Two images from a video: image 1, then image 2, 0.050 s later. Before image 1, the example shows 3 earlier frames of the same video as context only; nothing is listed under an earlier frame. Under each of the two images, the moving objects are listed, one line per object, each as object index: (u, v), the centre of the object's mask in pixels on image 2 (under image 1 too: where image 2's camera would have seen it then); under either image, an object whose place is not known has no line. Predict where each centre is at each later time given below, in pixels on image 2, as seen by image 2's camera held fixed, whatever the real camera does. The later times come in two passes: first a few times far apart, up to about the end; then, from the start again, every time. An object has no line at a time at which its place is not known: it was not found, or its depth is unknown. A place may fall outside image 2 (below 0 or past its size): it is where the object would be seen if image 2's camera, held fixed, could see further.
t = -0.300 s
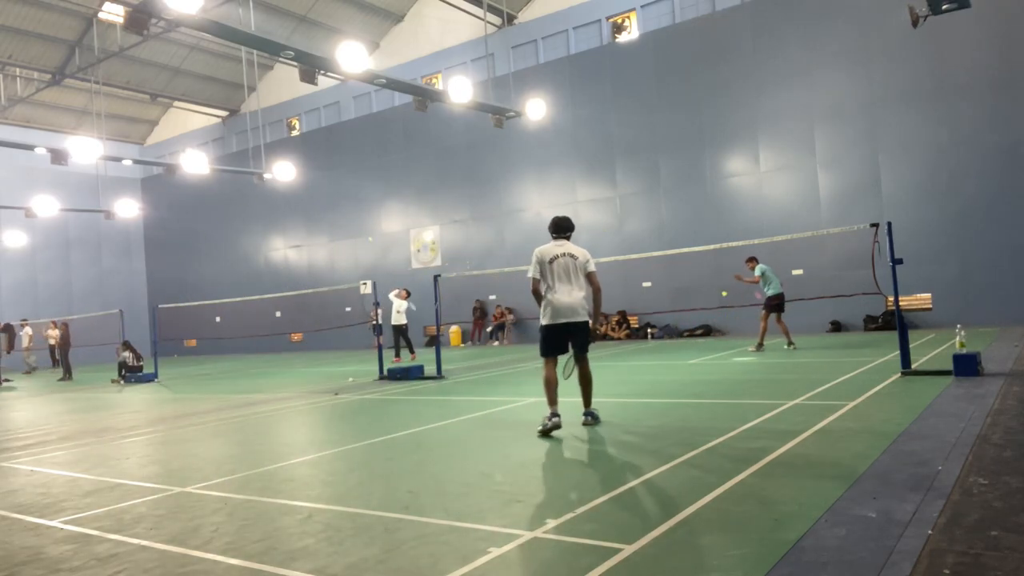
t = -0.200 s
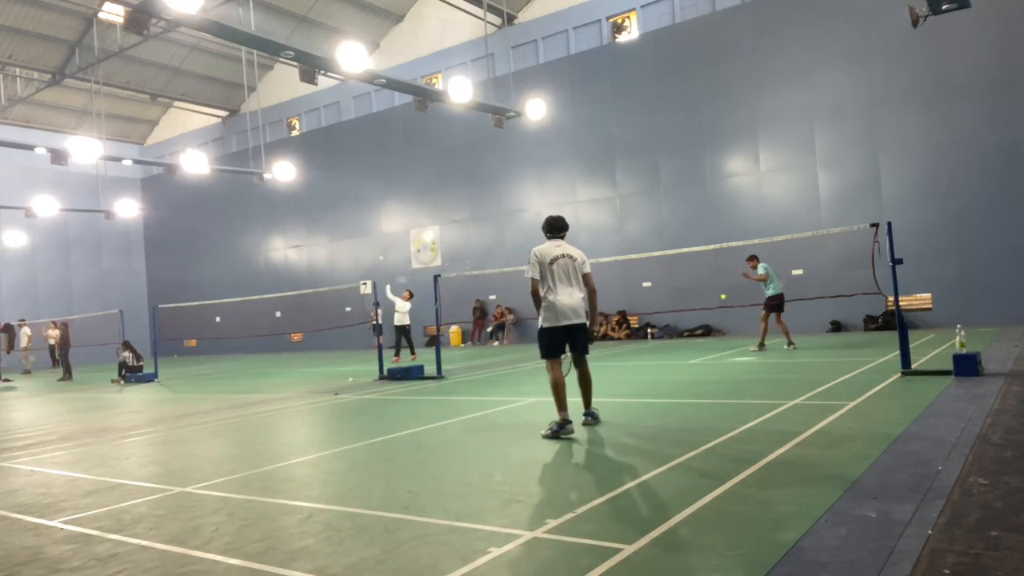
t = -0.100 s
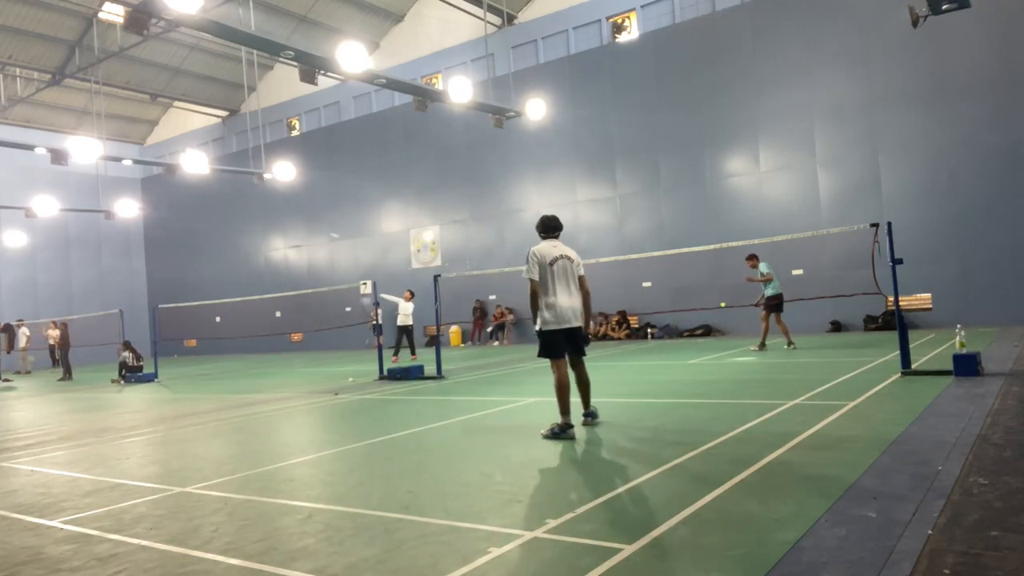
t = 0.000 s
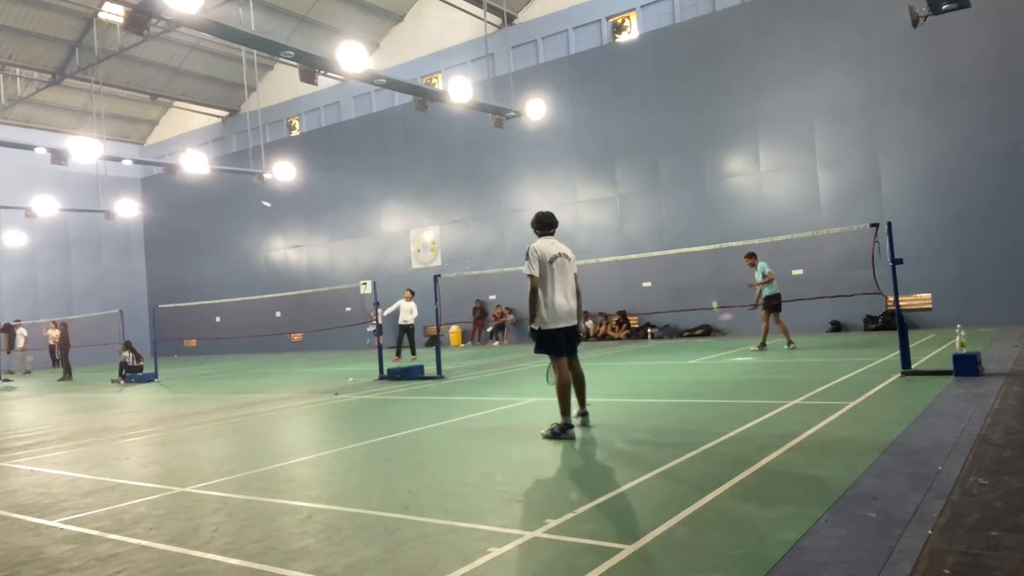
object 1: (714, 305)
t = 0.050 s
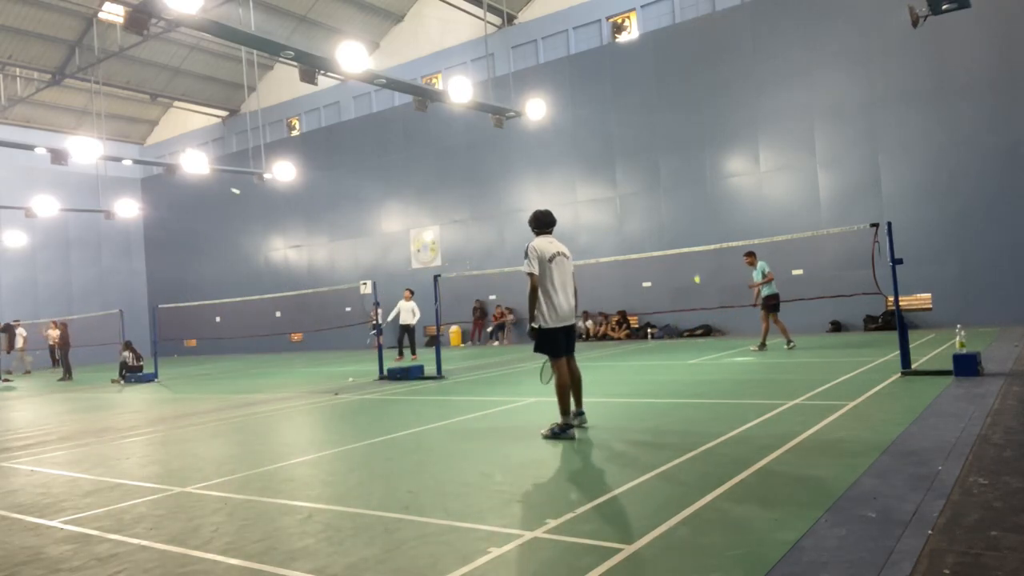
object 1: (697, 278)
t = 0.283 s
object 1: (644, 193)
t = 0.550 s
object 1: (596, 164)
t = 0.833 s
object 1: (555, 202)
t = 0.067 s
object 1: (694, 269)
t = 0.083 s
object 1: (690, 260)
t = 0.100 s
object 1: (686, 253)
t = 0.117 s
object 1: (681, 245)
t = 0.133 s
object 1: (677, 238)
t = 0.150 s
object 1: (673, 232)
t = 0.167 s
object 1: (669, 225)
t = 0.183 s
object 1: (665, 219)
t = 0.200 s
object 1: (663, 213)
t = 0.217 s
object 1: (660, 210)
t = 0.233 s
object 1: (656, 206)
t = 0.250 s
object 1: (652, 200)
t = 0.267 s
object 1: (648, 196)
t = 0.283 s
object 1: (644, 193)
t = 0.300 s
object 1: (640, 189)
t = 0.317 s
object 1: (637, 186)
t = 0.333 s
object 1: (634, 182)
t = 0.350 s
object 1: (631, 179)
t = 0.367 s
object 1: (628, 177)
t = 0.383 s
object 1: (625, 174)
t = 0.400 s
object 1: (622, 173)
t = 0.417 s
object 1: (619, 171)
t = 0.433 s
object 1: (616, 169)
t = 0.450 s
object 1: (613, 168)
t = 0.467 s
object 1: (610, 166)
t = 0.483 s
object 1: (608, 166)
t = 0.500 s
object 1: (605, 165)
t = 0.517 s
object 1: (602, 164)
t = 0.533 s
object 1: (599, 164)
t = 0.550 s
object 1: (596, 164)
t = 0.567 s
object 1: (594, 164)
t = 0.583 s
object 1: (591, 165)
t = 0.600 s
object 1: (589, 165)
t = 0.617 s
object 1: (586, 166)
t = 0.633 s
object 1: (583, 168)
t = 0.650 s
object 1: (581, 169)
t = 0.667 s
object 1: (578, 171)
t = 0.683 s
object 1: (576, 173)
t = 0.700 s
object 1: (574, 175)
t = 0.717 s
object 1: (571, 177)
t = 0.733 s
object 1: (569, 180)
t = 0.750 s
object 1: (567, 183)
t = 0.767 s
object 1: (564, 187)
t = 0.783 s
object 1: (562, 190)
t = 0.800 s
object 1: (560, 194)
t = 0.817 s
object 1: (557, 198)
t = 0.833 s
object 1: (555, 202)
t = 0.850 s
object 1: (553, 207)
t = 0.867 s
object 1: (550, 212)
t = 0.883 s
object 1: (548, 217)
